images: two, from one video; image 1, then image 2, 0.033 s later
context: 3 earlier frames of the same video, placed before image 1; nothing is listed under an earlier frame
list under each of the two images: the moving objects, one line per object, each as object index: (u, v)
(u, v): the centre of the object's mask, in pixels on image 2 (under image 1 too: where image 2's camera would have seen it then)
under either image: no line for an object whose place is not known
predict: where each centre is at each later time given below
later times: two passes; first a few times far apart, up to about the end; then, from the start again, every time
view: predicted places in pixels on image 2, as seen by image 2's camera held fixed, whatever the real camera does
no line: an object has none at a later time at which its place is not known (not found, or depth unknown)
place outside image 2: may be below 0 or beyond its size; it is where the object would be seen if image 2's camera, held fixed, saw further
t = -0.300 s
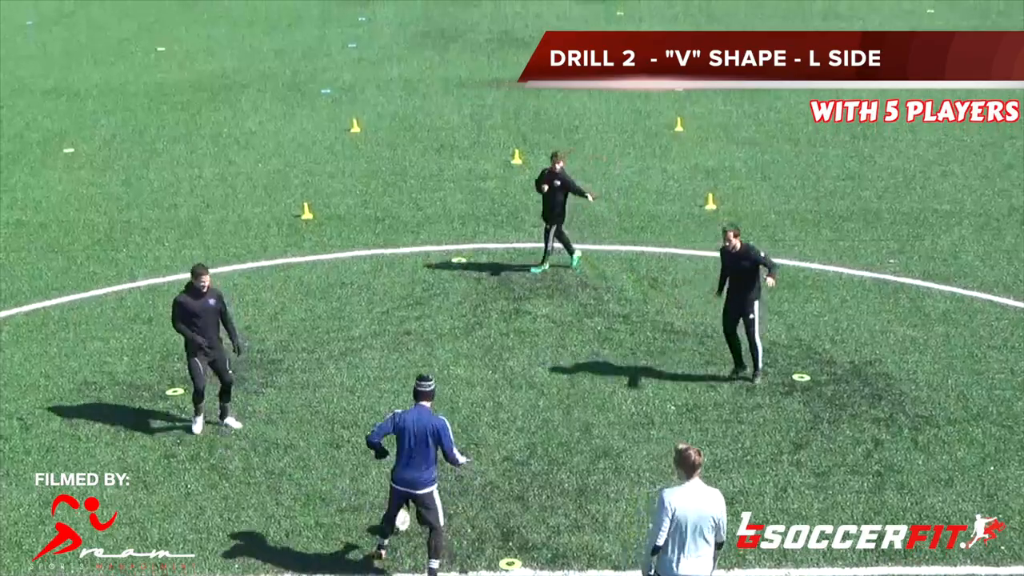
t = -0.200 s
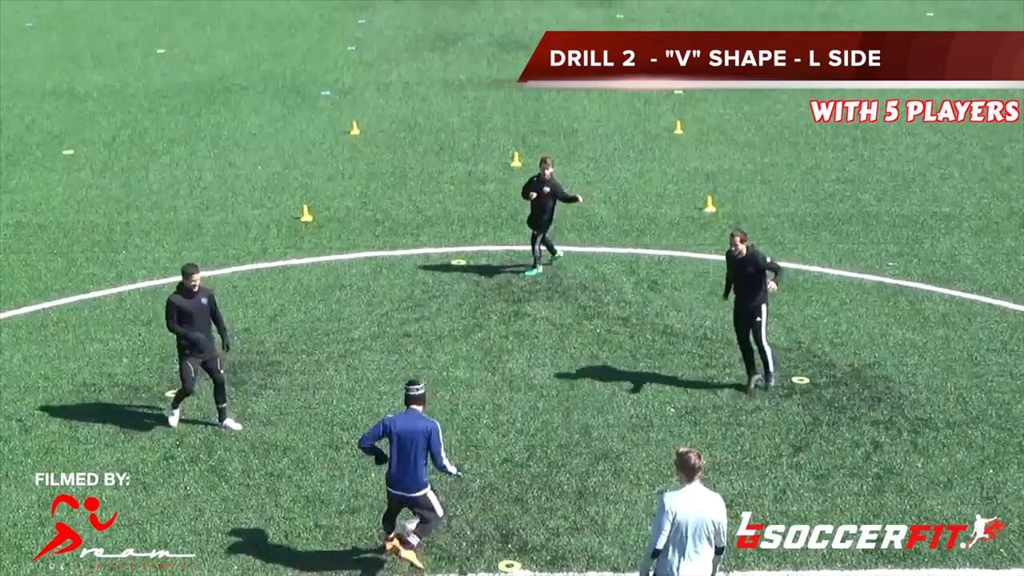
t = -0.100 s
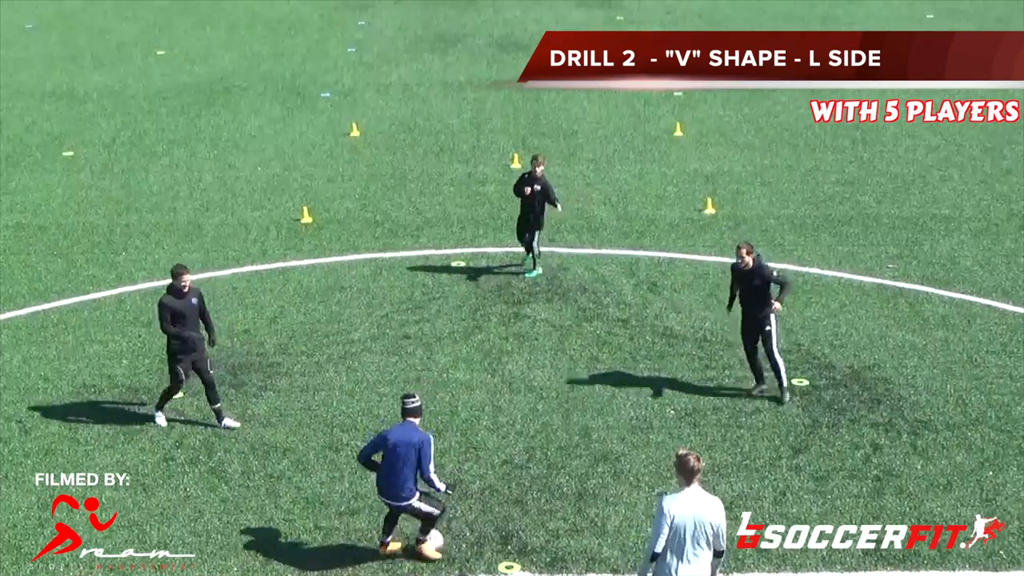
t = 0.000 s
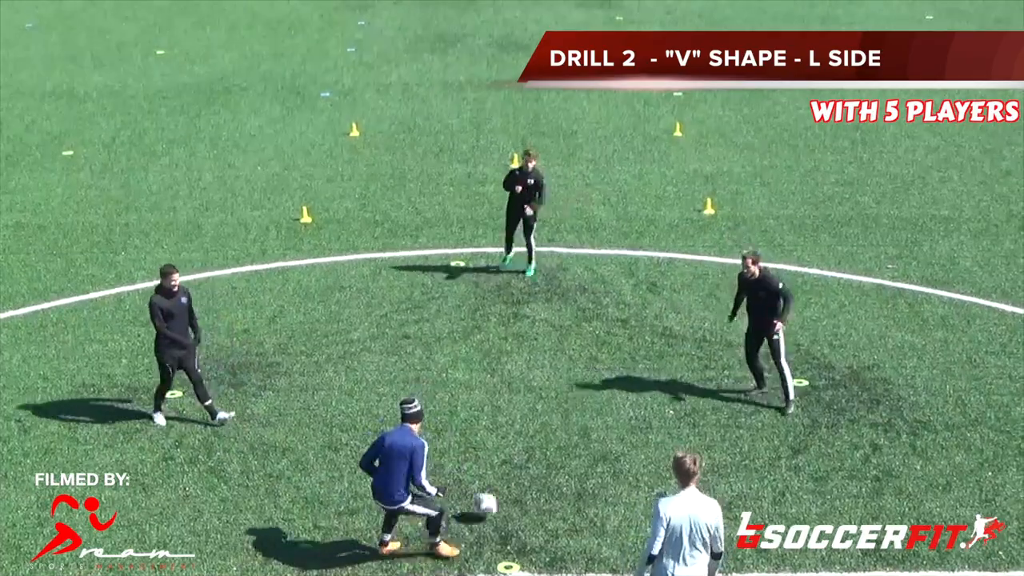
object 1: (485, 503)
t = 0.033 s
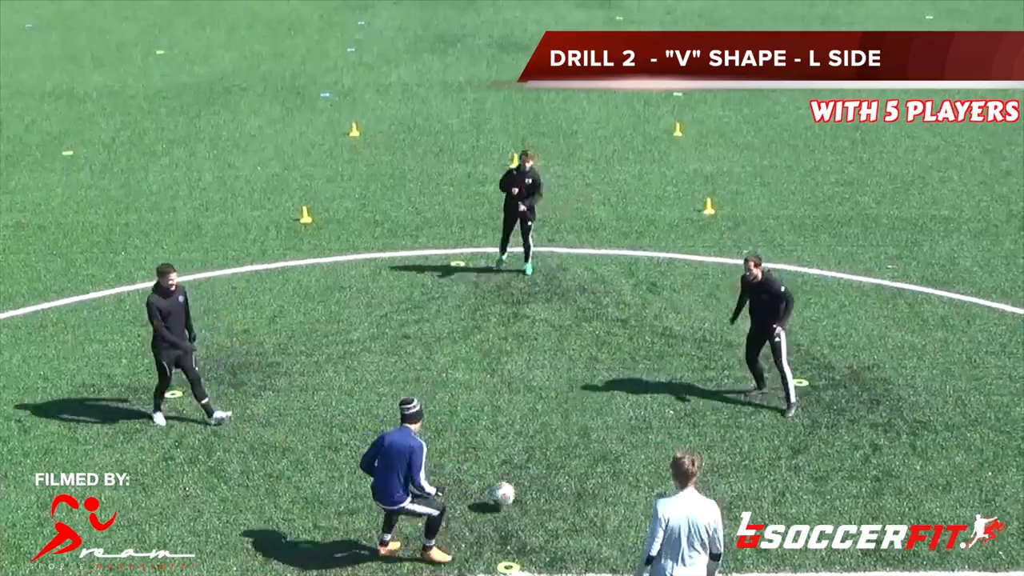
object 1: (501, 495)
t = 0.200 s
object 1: (581, 456)
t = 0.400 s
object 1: (649, 418)
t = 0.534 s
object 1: (687, 398)
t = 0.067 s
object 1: (520, 486)
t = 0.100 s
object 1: (536, 477)
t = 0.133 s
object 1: (552, 471)
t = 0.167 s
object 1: (567, 465)
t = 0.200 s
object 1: (581, 456)
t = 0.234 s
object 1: (594, 447)
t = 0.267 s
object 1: (605, 442)
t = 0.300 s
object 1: (618, 436)
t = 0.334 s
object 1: (630, 430)
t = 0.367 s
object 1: (639, 424)
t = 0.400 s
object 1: (649, 418)
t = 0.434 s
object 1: (661, 413)
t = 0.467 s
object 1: (670, 408)
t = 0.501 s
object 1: (678, 403)
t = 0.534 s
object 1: (687, 398)
